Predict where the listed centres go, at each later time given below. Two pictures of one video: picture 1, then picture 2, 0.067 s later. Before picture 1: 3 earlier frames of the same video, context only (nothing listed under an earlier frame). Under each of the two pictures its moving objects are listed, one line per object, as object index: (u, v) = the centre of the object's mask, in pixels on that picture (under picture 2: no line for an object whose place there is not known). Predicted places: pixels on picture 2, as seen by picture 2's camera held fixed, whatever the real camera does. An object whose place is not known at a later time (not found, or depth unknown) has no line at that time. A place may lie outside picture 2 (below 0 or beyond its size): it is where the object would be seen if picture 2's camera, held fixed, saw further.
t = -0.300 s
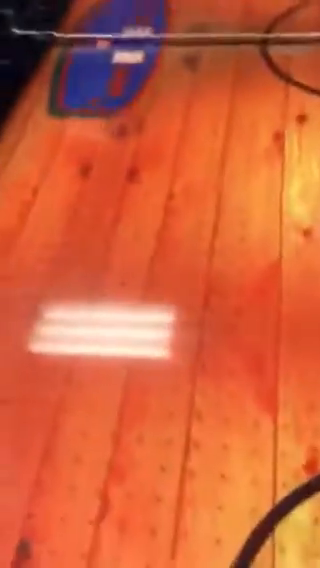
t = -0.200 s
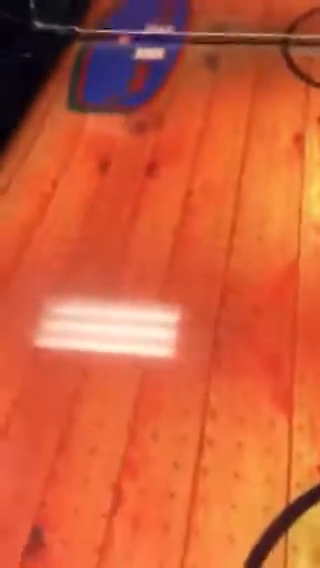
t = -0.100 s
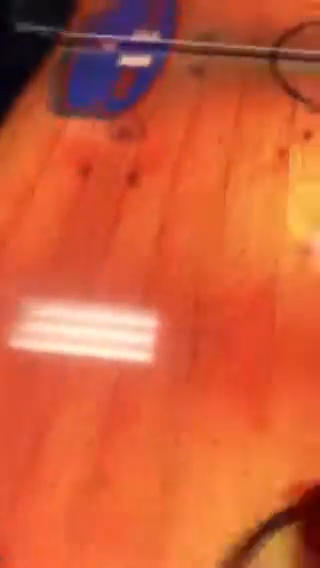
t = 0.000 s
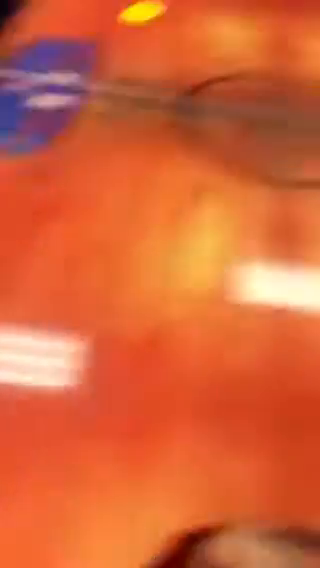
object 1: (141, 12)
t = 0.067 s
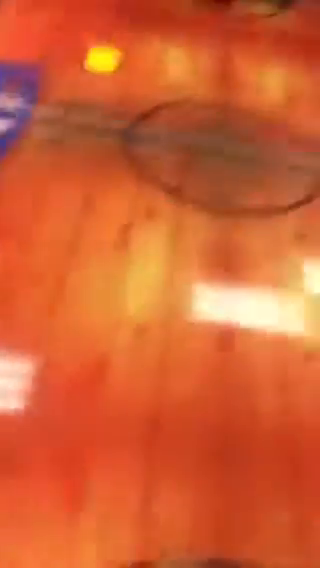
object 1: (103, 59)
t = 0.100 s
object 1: (107, 69)
